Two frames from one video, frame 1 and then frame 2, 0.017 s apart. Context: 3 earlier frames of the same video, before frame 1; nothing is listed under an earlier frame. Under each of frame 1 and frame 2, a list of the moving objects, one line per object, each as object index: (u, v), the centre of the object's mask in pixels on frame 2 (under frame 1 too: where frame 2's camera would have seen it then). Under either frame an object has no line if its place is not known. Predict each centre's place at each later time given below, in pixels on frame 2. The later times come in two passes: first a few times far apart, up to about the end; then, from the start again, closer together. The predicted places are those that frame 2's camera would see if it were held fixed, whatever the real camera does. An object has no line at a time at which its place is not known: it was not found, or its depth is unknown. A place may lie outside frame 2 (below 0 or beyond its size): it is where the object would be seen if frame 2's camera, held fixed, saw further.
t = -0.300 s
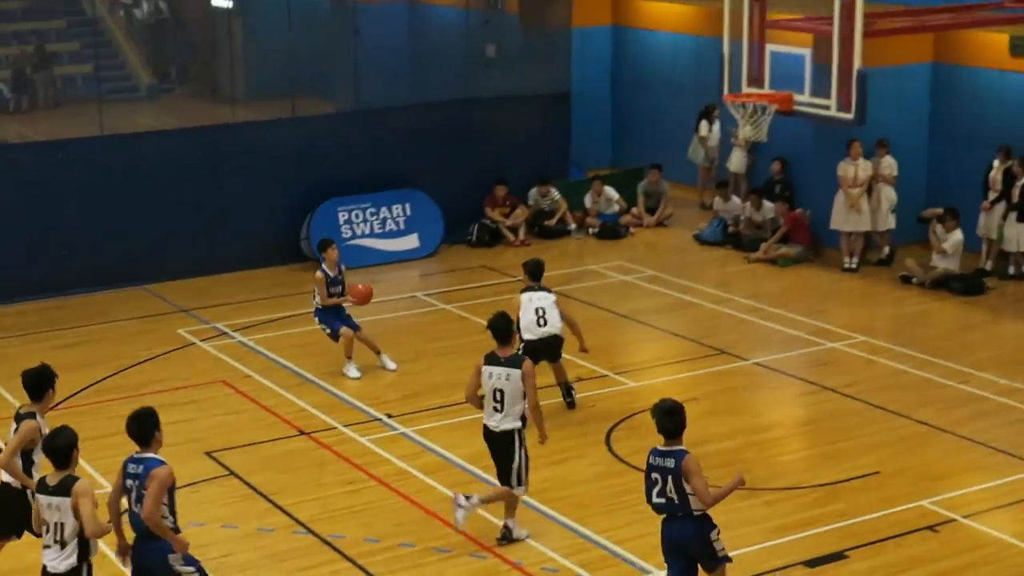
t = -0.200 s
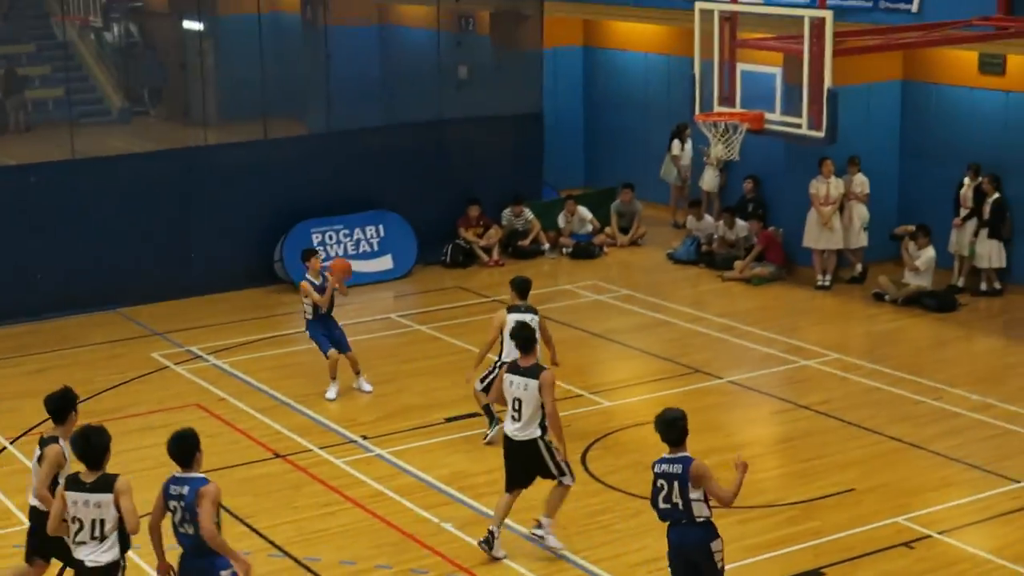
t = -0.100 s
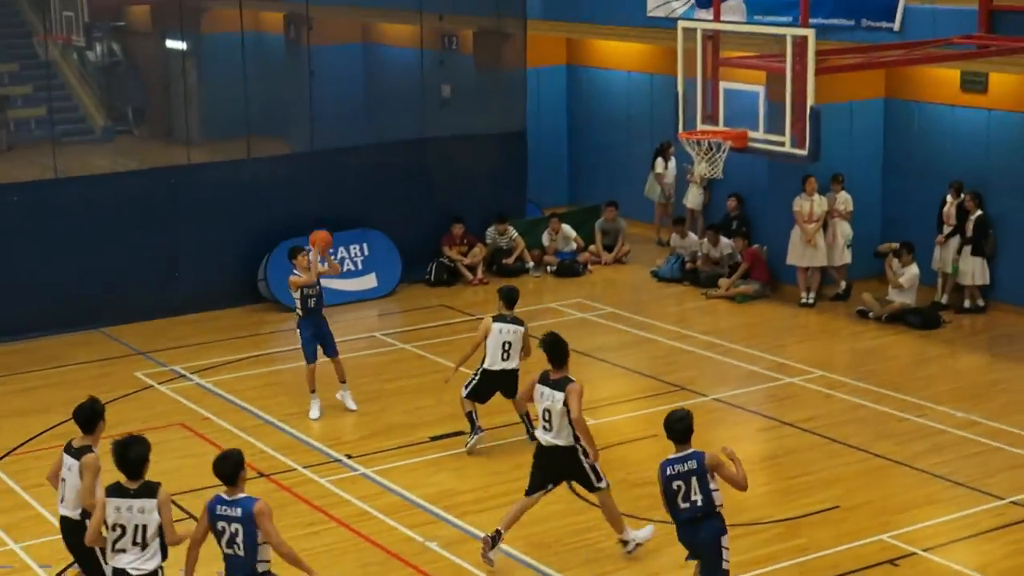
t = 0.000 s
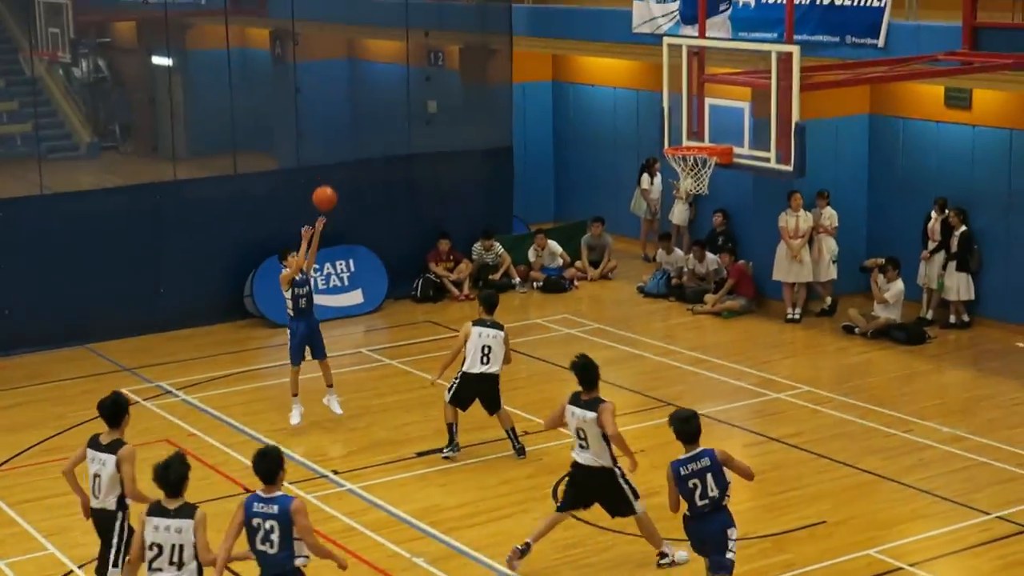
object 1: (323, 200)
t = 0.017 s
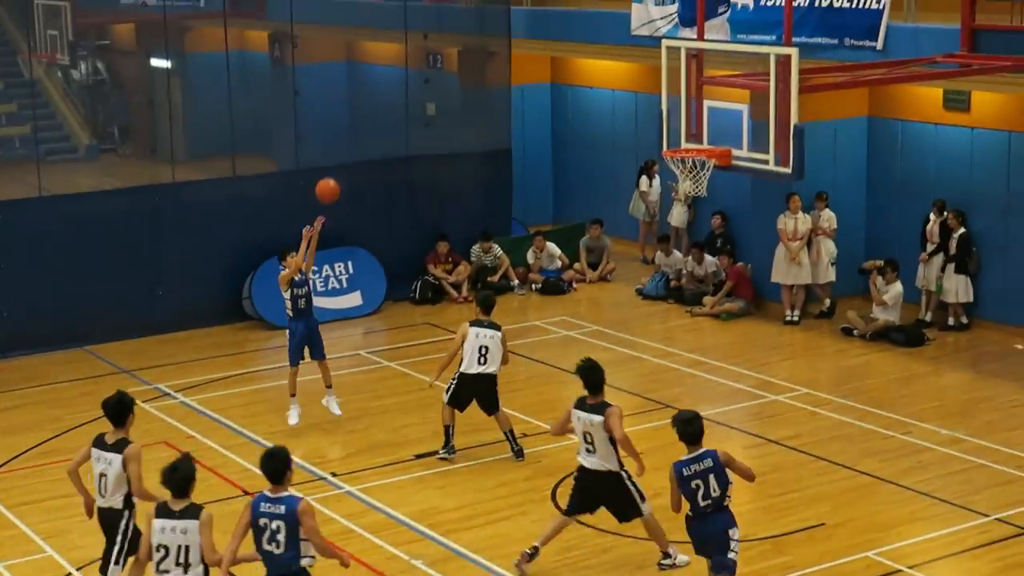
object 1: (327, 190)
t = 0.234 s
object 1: (388, 83)
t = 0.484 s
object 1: (464, 12)
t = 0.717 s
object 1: (540, 4)
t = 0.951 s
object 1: (622, 58)
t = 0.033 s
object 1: (332, 181)
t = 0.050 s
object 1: (337, 171)
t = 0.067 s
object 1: (341, 162)
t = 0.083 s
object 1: (345, 153)
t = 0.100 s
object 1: (350, 145)
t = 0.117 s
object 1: (355, 136)
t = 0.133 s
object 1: (359, 128)
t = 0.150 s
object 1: (363, 119)
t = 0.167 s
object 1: (369, 113)
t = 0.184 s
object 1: (373, 105)
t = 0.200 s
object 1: (378, 97)
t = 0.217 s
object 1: (383, 90)
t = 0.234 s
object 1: (388, 83)
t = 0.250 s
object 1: (392, 77)
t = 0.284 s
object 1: (403, 65)
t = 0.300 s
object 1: (408, 58)
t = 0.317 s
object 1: (414, 52)
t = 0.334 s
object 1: (417, 48)
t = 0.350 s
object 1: (421, 41)
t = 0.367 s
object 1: (428, 37)
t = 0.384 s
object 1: (433, 33)
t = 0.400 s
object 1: (438, 29)
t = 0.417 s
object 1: (443, 24)
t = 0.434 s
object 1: (448, 22)
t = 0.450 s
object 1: (453, 18)
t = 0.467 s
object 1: (459, 15)
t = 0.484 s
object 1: (464, 12)
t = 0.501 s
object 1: (468, 9)
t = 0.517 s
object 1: (474, 8)
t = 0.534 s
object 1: (480, 6)
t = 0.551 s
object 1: (485, 4)
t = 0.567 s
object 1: (490, 3)
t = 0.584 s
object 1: (496, 2)
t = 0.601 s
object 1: (501, 1)
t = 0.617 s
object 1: (506, 0)
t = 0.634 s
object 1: (511, 0)
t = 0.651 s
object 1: (517, 0)
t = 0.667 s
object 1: (523, 1)
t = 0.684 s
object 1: (529, 2)
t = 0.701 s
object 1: (534, 2)
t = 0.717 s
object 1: (540, 4)
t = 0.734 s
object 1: (546, 6)
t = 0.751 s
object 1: (551, 8)
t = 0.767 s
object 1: (557, 10)
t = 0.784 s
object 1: (563, 13)
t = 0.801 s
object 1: (569, 16)
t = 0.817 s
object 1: (575, 20)
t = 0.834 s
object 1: (581, 23)
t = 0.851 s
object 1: (586, 26)
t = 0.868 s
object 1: (593, 31)
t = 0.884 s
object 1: (598, 36)
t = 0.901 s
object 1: (604, 41)
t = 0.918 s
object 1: (610, 46)
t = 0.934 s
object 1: (616, 52)
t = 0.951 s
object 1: (622, 58)
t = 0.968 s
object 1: (628, 64)
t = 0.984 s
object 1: (634, 71)
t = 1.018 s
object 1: (646, 86)
